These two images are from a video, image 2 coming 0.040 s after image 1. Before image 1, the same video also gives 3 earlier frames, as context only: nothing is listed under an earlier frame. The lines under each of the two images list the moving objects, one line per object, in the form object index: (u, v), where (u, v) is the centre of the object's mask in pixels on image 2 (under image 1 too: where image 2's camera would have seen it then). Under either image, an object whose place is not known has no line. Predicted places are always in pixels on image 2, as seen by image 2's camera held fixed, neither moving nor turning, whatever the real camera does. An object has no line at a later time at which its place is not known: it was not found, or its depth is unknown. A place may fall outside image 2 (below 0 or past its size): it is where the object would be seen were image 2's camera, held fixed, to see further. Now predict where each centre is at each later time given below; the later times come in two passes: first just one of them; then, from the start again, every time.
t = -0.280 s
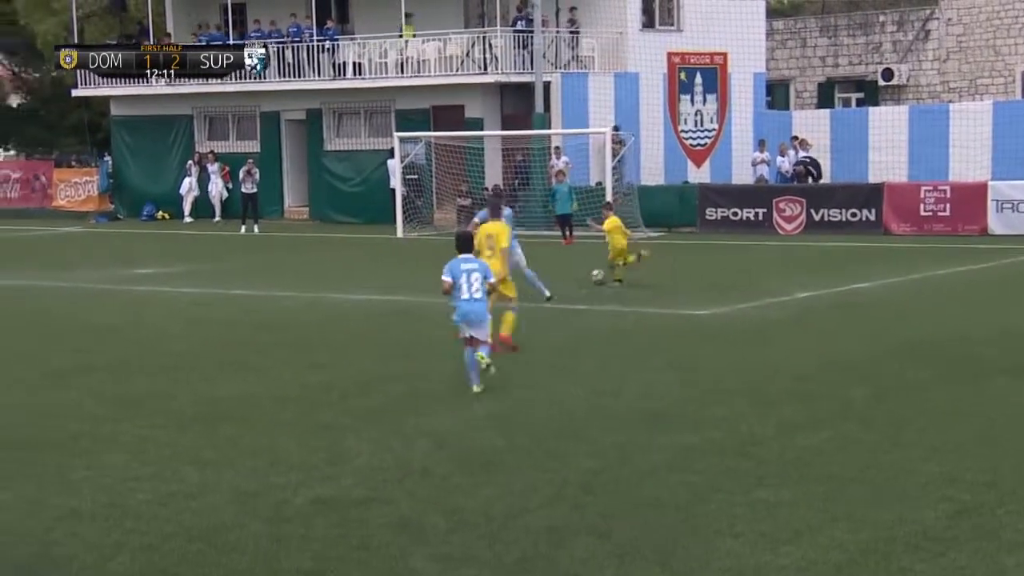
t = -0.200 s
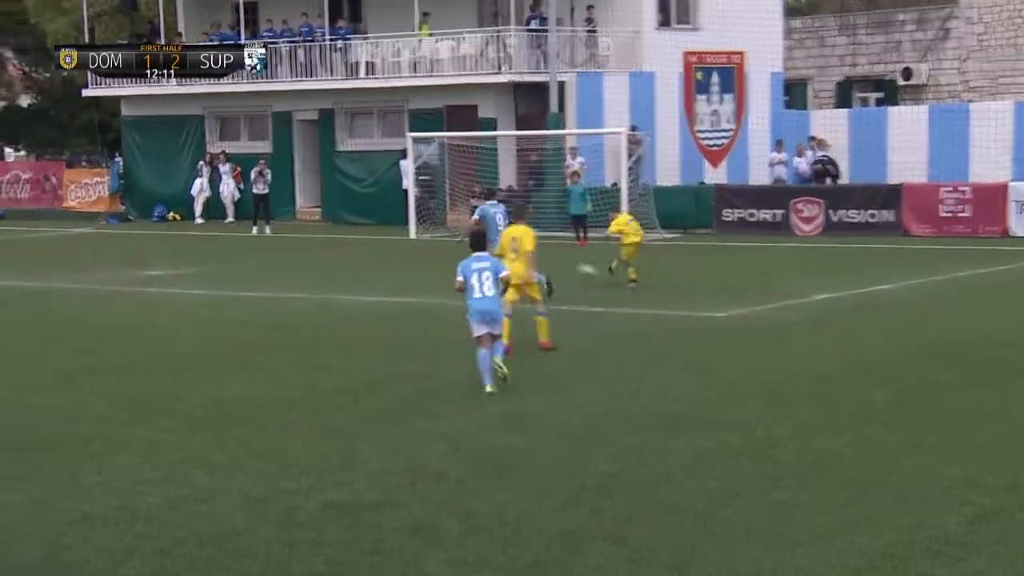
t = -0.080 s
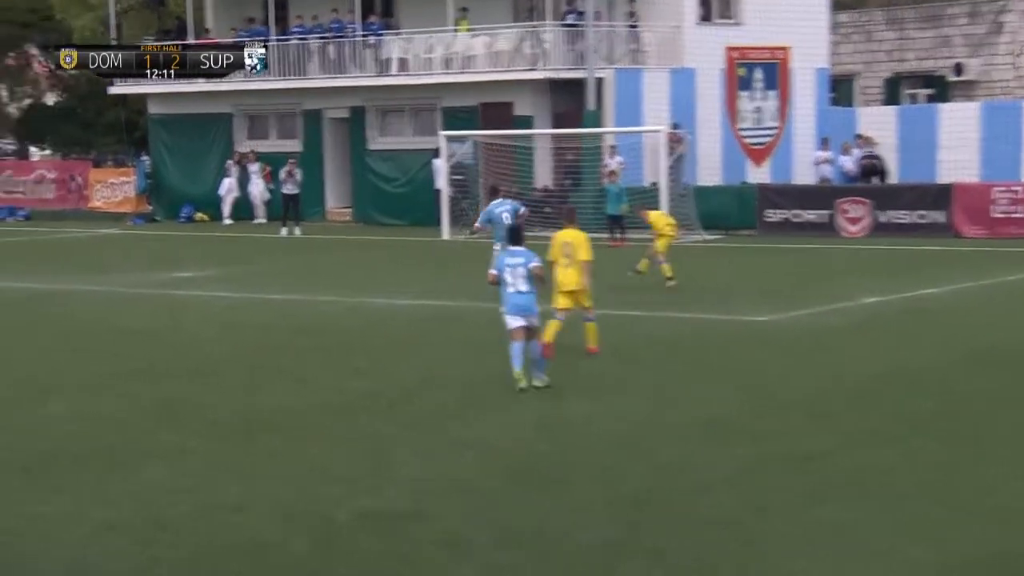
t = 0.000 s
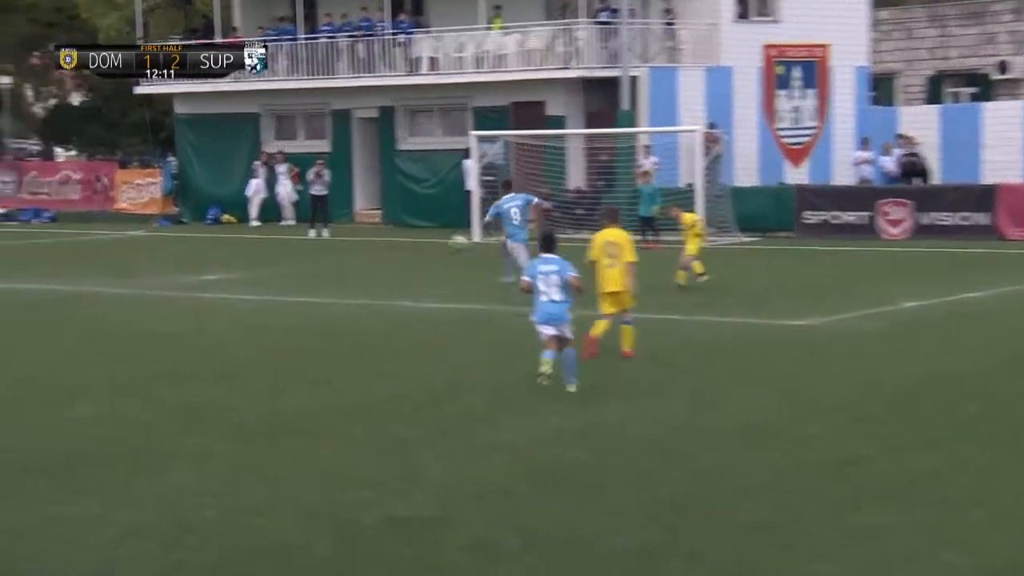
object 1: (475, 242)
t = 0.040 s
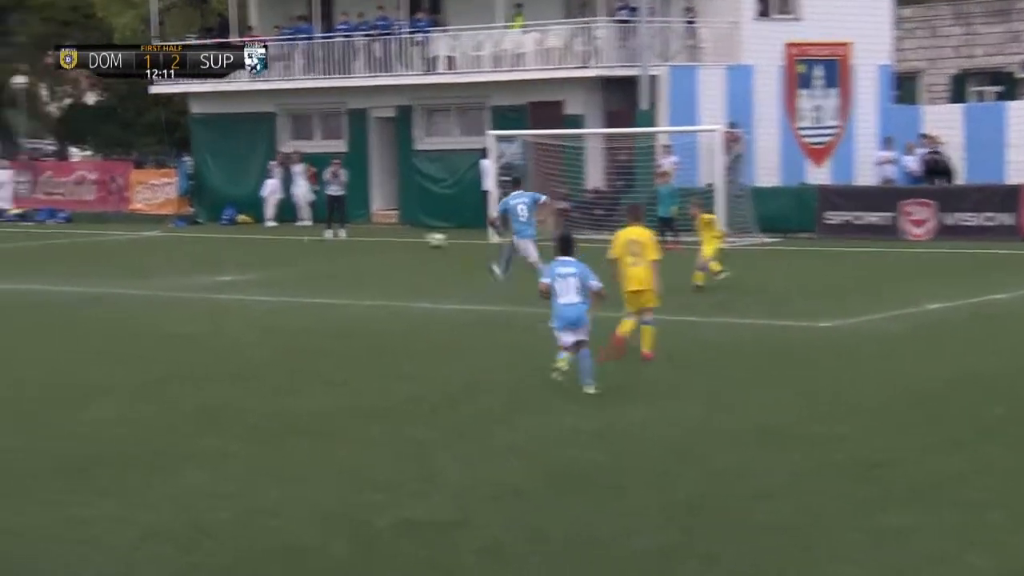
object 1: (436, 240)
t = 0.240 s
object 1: (232, 249)
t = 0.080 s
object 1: (397, 238)
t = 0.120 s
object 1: (357, 239)
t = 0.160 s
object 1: (315, 241)
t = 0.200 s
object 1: (274, 244)
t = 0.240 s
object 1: (232, 249)
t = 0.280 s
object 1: (190, 255)
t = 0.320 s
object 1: (147, 262)
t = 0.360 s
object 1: (103, 272)
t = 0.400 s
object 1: (59, 283)
